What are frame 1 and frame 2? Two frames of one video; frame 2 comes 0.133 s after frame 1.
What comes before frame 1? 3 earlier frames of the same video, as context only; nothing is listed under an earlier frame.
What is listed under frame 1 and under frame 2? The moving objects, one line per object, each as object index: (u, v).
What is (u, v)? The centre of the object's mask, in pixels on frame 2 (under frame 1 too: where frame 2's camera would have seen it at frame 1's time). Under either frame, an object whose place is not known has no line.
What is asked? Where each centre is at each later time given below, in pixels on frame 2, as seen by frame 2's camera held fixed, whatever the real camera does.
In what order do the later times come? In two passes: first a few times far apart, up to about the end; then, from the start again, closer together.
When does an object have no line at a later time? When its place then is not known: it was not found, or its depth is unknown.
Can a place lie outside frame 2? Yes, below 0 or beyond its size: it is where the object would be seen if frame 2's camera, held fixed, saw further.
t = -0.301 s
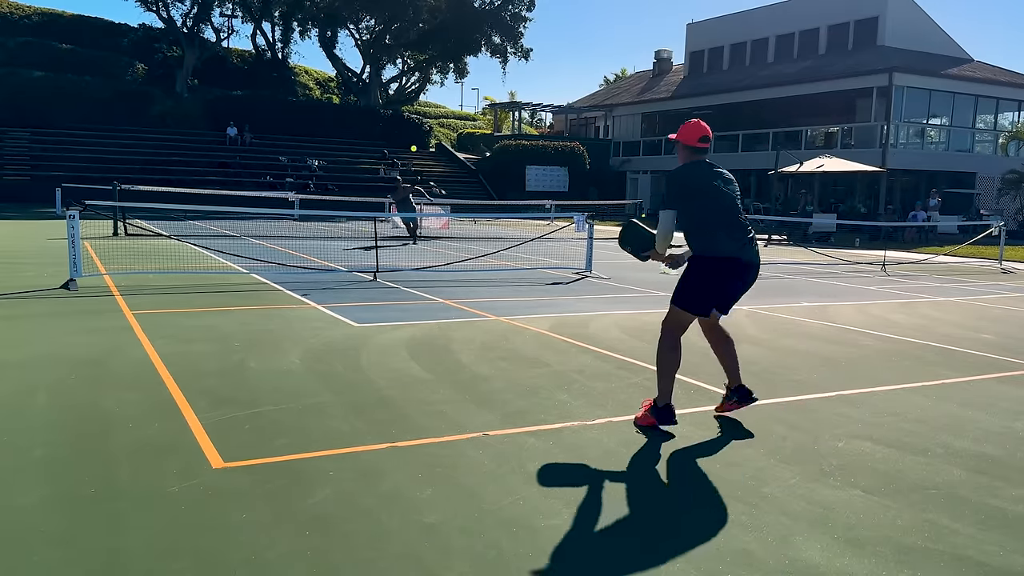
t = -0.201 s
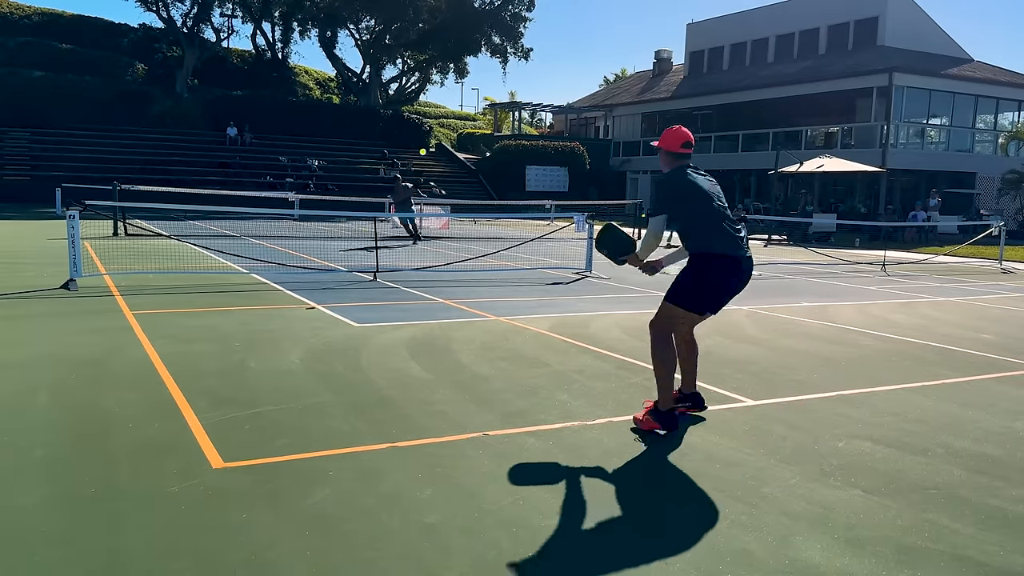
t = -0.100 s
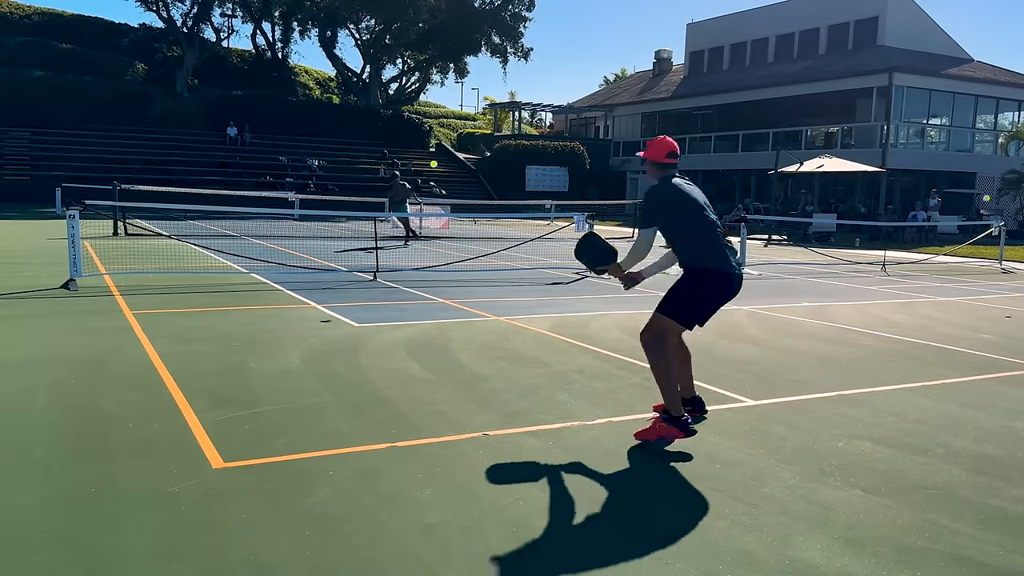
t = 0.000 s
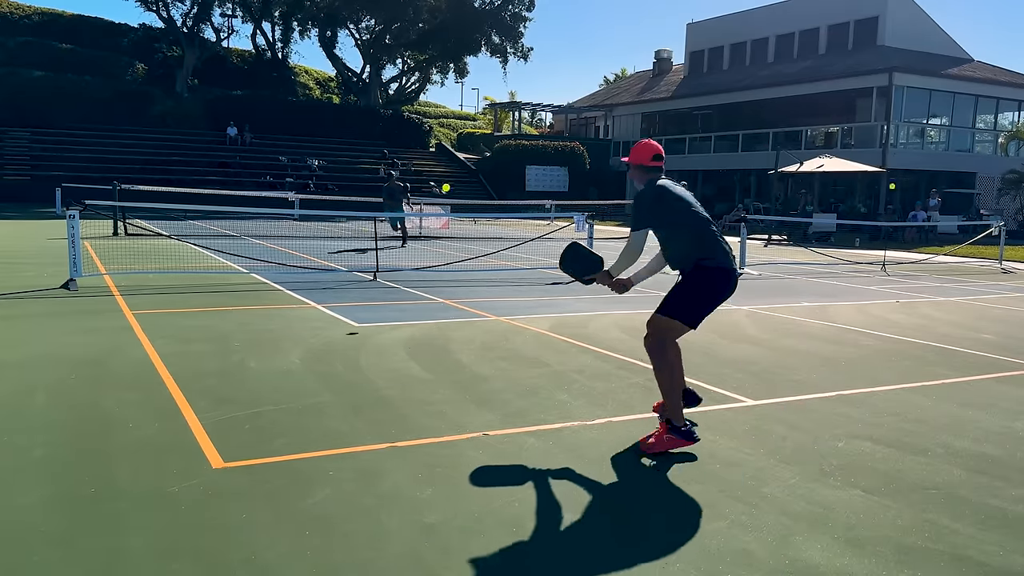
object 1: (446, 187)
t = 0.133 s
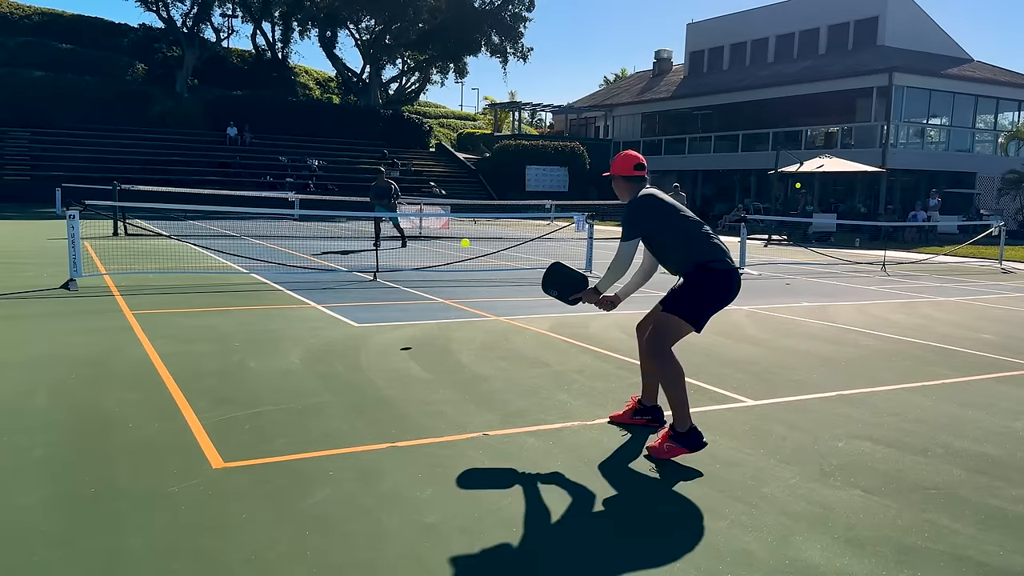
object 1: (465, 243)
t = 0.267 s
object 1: (488, 337)
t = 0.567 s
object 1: (528, 297)
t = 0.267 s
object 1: (488, 337)
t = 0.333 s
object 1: (497, 338)
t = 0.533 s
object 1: (523, 297)
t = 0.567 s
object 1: (528, 297)
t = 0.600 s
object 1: (532, 297)
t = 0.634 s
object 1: (537, 300)
